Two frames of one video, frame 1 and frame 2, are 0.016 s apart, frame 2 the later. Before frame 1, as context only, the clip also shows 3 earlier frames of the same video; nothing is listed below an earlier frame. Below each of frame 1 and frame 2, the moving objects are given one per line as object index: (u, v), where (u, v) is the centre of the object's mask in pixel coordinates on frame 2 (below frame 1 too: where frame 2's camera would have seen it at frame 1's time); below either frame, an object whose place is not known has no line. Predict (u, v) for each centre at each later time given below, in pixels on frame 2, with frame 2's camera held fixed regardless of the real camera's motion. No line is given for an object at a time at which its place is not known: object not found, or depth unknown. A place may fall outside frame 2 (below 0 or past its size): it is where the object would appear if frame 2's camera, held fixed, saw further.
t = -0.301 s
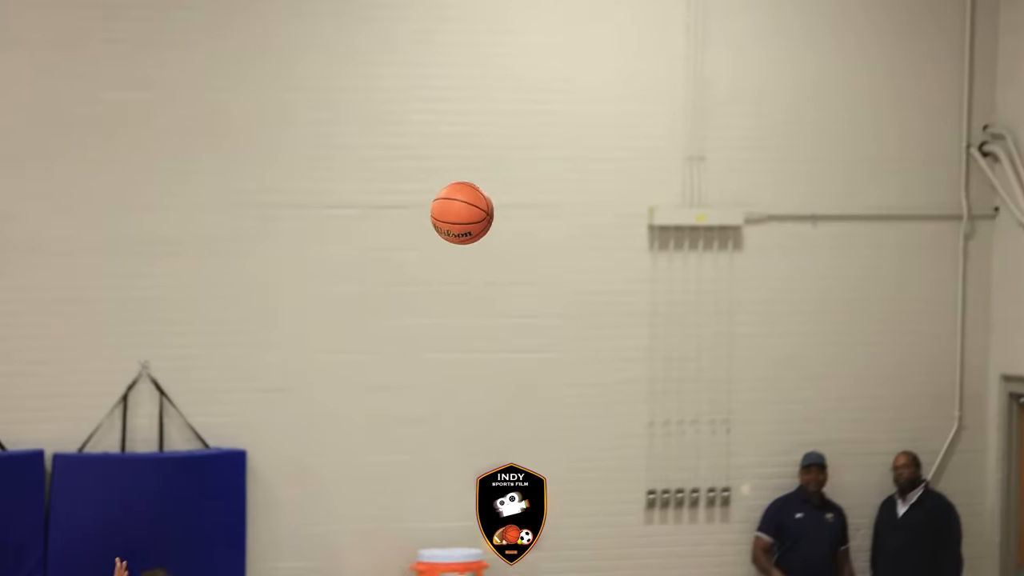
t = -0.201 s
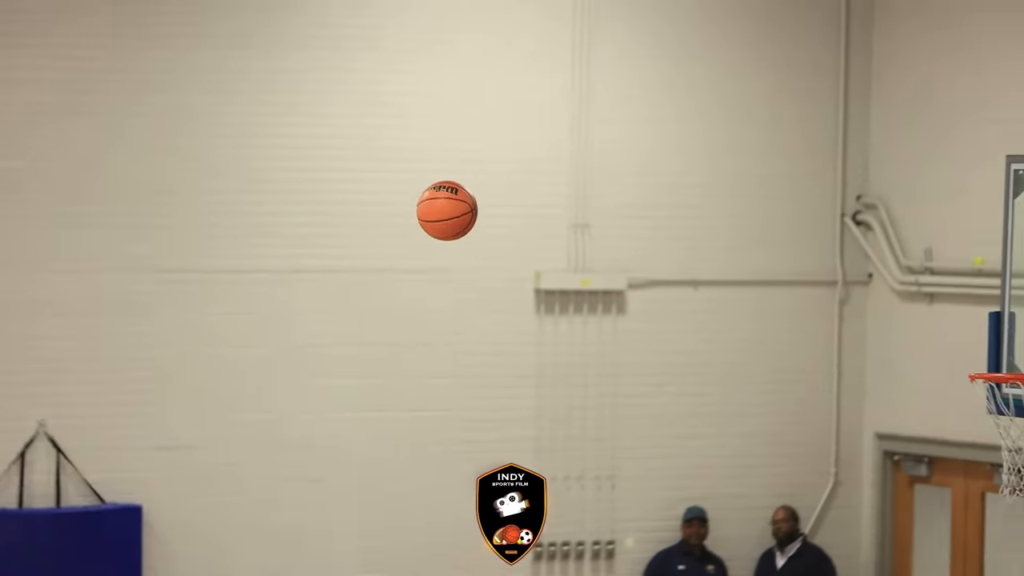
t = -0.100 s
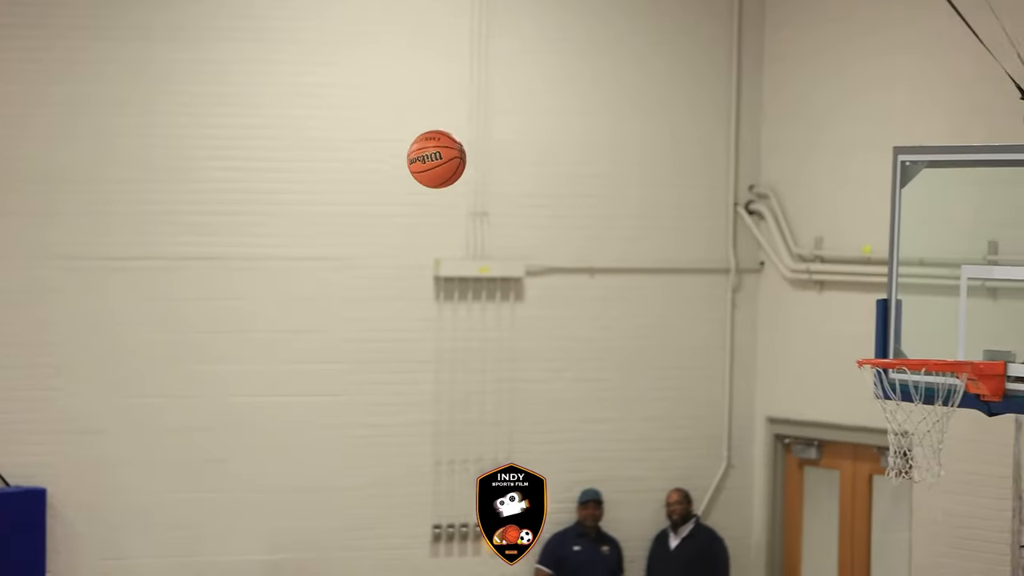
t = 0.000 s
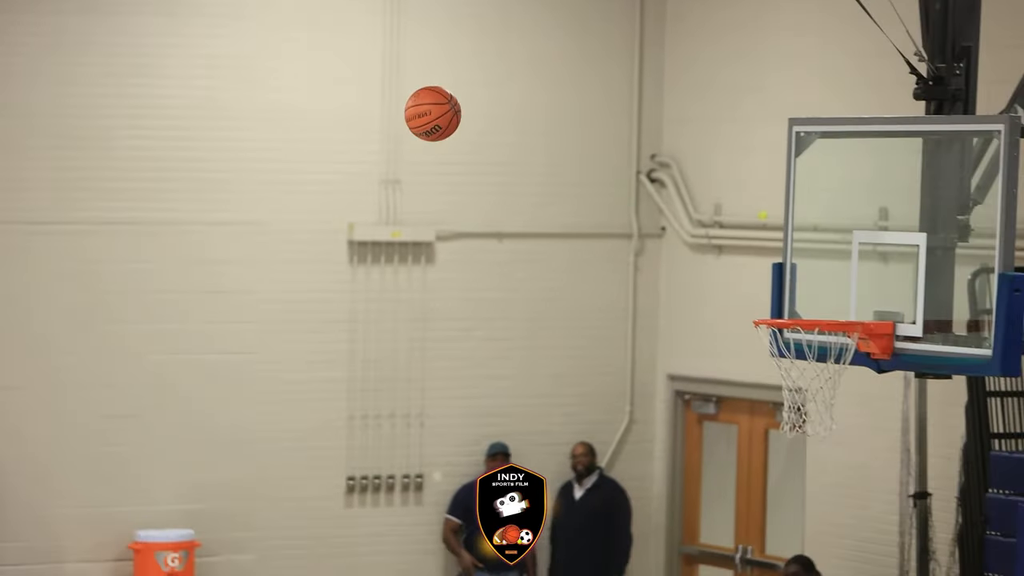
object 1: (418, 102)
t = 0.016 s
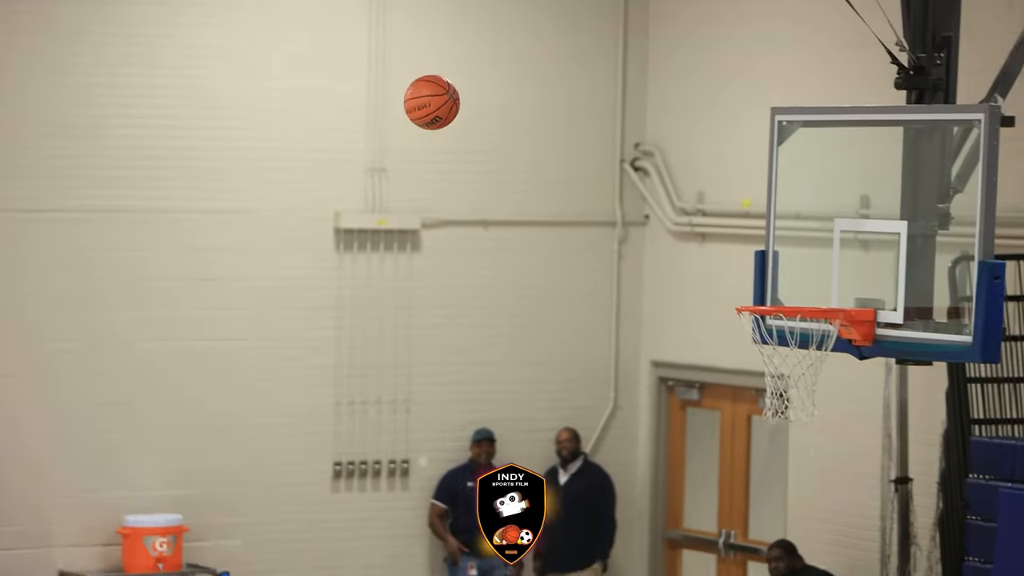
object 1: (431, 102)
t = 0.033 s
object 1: (445, 103)
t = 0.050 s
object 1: (458, 104)
